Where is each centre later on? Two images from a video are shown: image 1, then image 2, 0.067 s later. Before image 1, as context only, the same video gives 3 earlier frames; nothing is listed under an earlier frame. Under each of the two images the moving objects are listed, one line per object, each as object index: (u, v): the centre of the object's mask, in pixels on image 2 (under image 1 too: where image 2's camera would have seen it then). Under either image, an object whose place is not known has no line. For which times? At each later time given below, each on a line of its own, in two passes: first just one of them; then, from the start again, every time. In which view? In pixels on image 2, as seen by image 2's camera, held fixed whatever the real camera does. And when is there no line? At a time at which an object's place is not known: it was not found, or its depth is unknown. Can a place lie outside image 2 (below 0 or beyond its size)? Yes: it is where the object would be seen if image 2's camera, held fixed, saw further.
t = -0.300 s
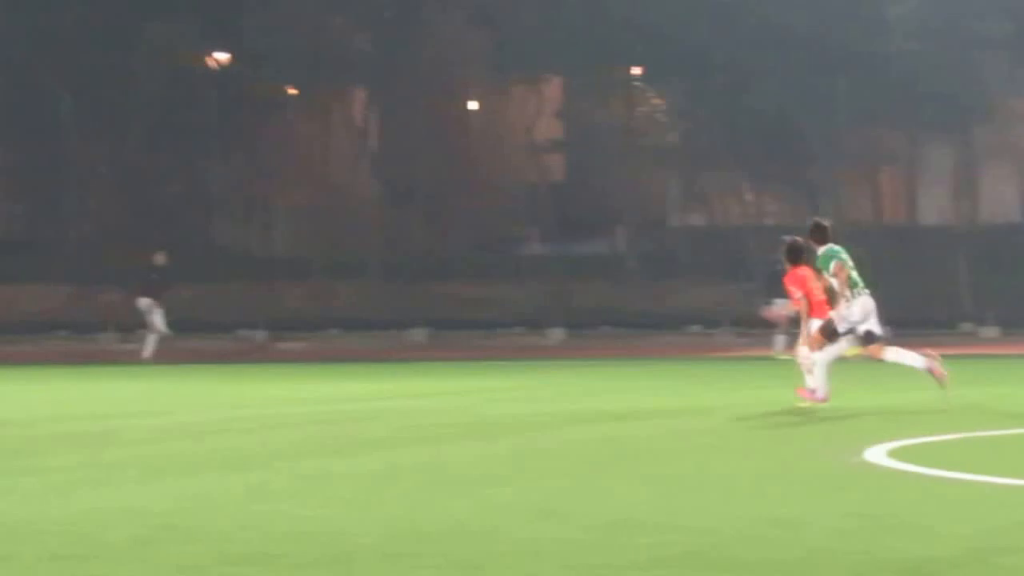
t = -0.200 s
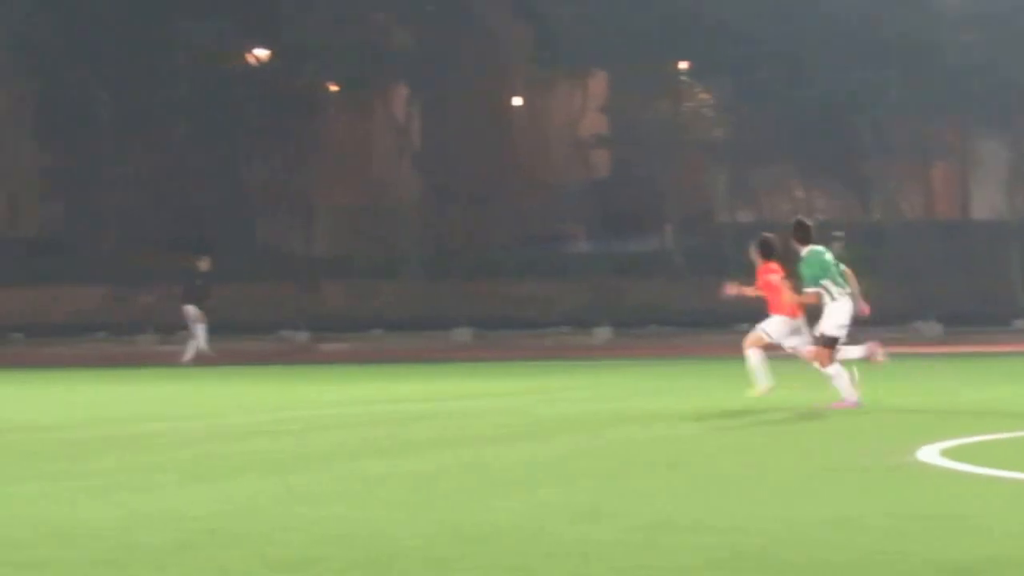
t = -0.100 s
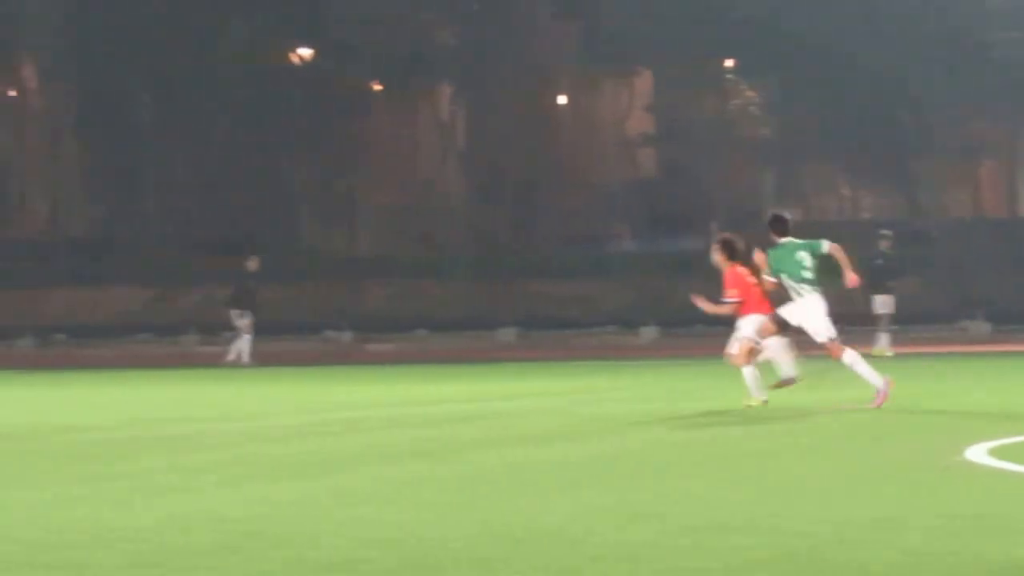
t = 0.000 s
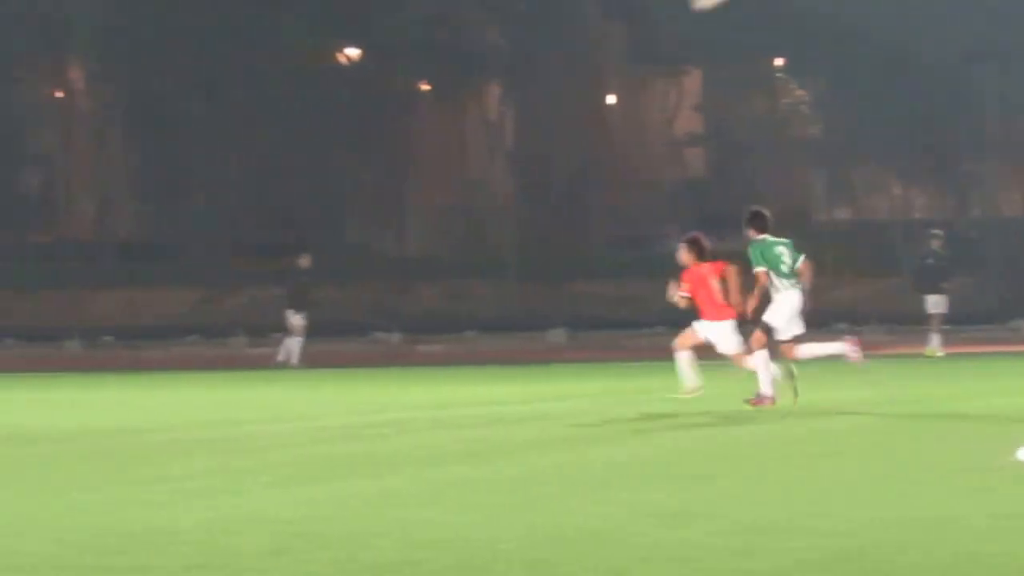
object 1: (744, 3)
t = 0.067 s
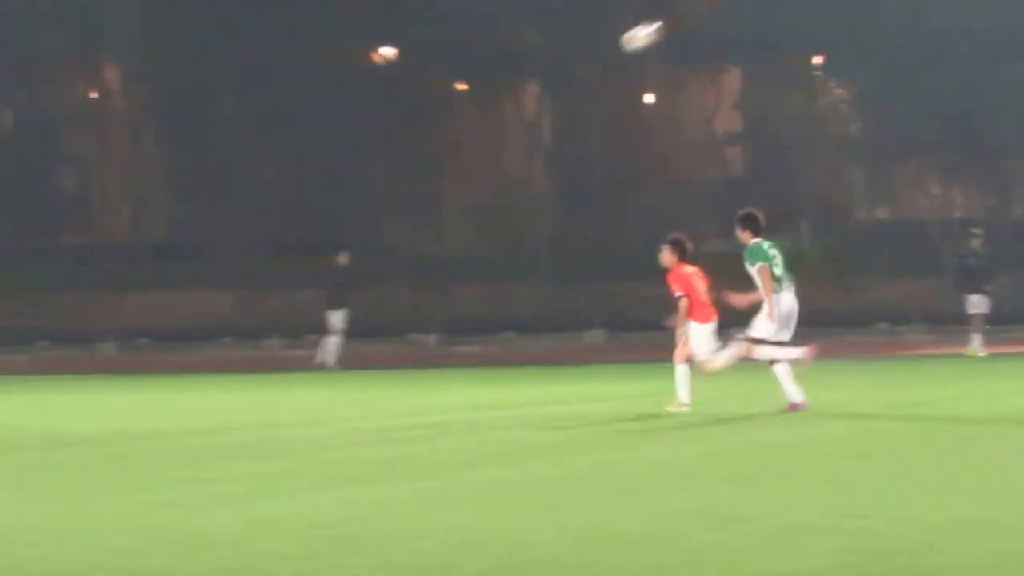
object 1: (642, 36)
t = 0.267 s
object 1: (323, 187)
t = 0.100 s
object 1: (588, 60)
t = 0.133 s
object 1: (535, 84)
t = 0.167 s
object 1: (482, 108)
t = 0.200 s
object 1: (429, 133)
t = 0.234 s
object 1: (376, 160)
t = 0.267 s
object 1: (323, 187)
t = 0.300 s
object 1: (269, 215)
